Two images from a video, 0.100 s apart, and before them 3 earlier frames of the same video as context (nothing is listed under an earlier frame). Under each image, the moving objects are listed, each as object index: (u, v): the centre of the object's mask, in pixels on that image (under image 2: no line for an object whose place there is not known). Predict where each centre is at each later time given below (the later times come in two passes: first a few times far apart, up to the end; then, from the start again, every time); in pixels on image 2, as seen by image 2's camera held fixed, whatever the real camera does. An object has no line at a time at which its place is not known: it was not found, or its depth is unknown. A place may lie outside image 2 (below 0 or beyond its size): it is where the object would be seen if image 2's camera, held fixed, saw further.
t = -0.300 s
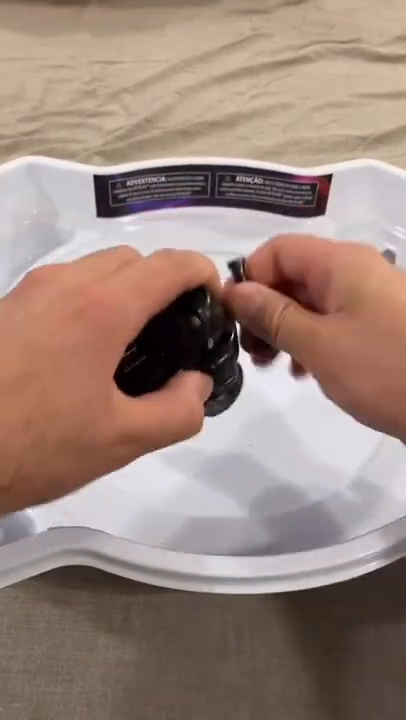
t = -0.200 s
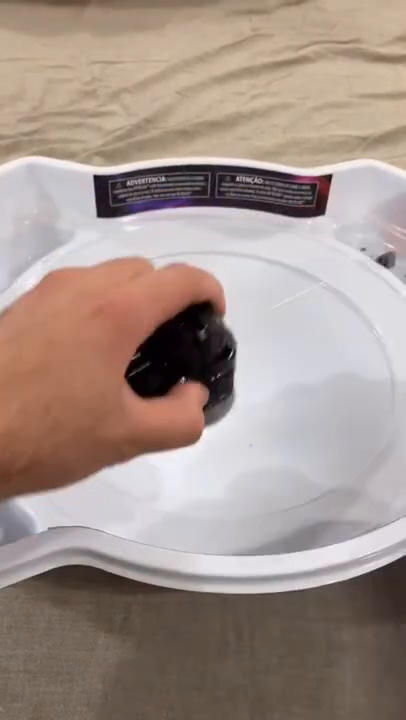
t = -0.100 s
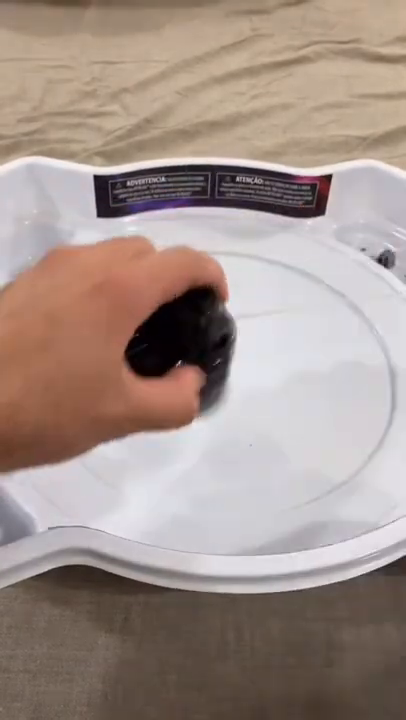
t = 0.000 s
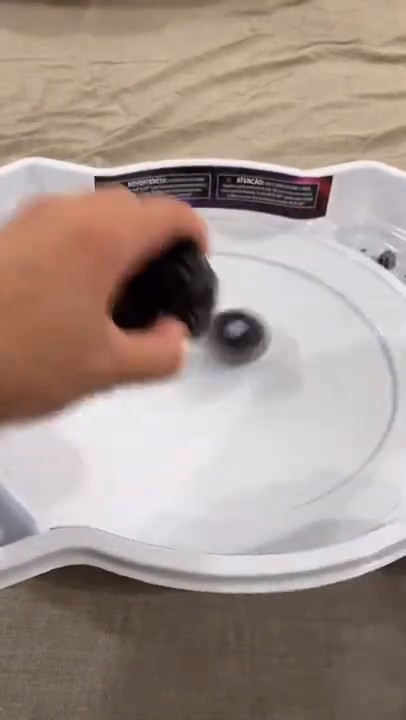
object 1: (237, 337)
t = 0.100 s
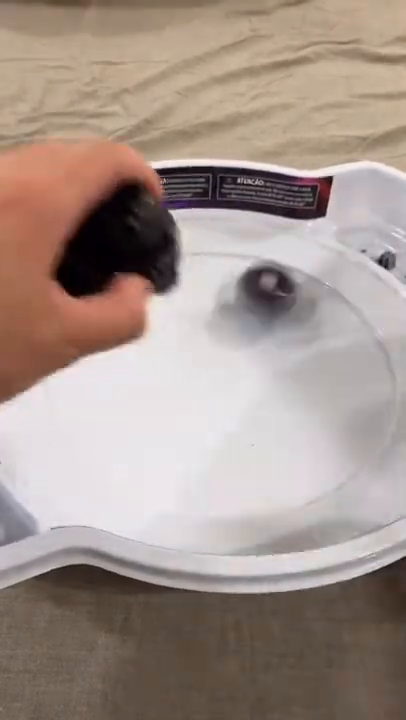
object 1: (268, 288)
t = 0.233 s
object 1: (261, 255)
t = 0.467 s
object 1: (175, 279)
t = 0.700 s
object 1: (185, 383)
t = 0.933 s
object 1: (296, 408)
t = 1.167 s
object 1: (325, 337)
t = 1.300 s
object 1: (287, 303)
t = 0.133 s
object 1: (271, 276)
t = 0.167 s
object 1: (271, 267)
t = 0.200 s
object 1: (267, 260)
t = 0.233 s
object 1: (261, 255)
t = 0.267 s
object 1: (252, 252)
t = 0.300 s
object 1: (240, 251)
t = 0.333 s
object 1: (227, 252)
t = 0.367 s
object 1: (213, 255)
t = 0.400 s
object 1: (200, 261)
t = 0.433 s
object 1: (187, 268)
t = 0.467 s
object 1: (175, 279)
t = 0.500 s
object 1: (167, 290)
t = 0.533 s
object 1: (161, 305)
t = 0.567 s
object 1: (158, 321)
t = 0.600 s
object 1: (160, 338)
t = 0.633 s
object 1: (165, 354)
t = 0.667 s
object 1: (172, 373)
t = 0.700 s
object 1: (185, 383)
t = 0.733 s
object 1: (199, 394)
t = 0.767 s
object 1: (212, 405)
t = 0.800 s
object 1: (230, 411)
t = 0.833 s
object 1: (249, 415)
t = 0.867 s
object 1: (267, 415)
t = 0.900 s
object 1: (281, 413)
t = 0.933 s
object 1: (296, 408)
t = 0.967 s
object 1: (307, 401)
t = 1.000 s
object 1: (315, 391)
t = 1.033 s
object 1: (321, 381)
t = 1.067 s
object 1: (325, 370)
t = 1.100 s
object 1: (327, 359)
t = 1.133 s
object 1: (328, 348)
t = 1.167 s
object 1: (325, 337)
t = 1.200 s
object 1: (321, 326)
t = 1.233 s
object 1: (312, 317)
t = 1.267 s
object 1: (301, 309)
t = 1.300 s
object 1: (287, 303)
